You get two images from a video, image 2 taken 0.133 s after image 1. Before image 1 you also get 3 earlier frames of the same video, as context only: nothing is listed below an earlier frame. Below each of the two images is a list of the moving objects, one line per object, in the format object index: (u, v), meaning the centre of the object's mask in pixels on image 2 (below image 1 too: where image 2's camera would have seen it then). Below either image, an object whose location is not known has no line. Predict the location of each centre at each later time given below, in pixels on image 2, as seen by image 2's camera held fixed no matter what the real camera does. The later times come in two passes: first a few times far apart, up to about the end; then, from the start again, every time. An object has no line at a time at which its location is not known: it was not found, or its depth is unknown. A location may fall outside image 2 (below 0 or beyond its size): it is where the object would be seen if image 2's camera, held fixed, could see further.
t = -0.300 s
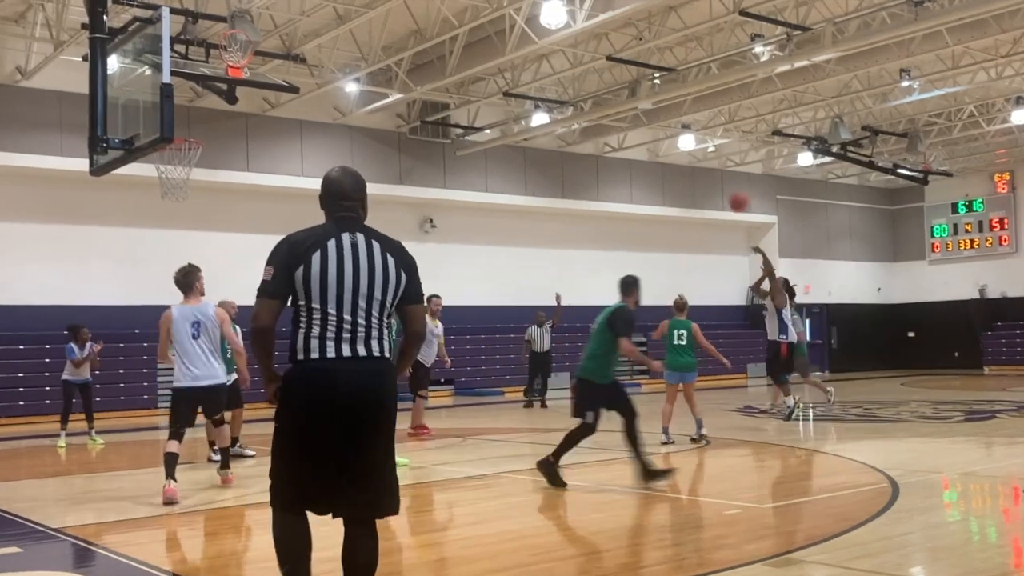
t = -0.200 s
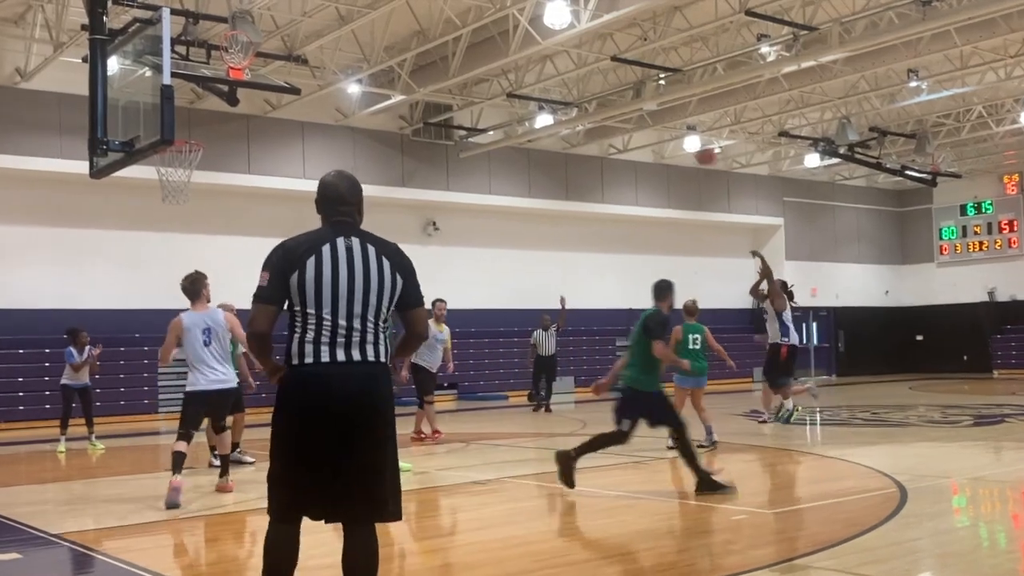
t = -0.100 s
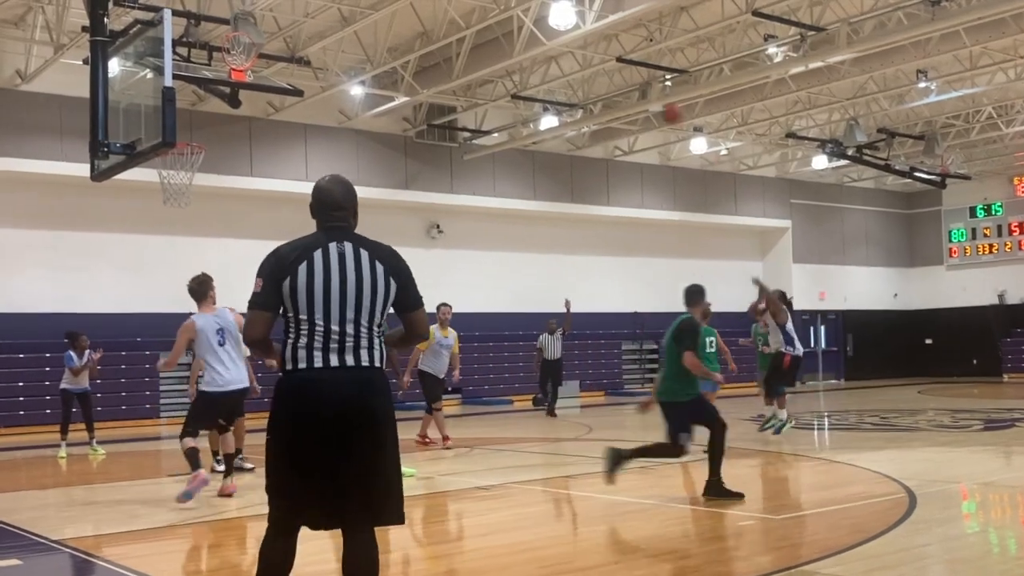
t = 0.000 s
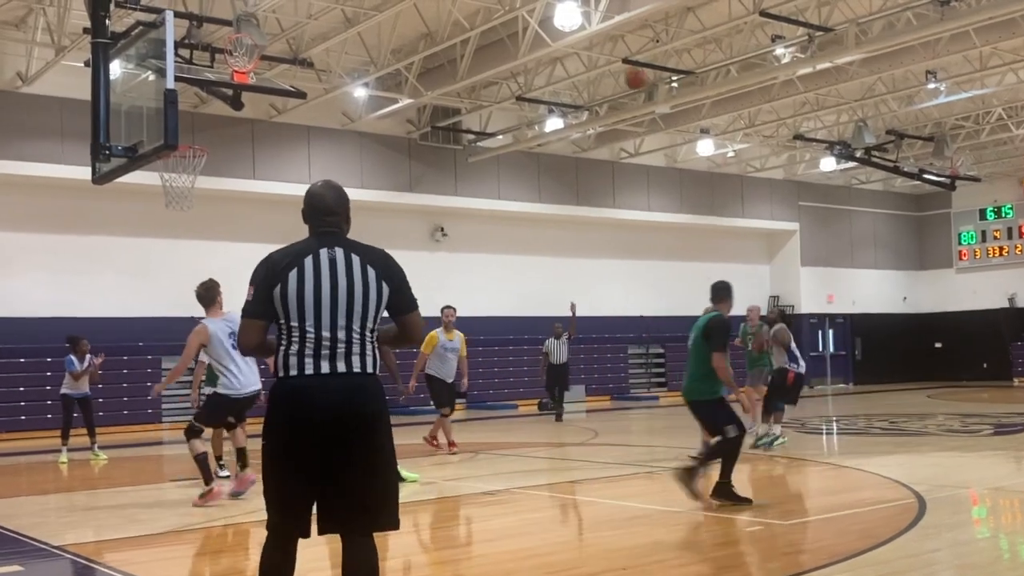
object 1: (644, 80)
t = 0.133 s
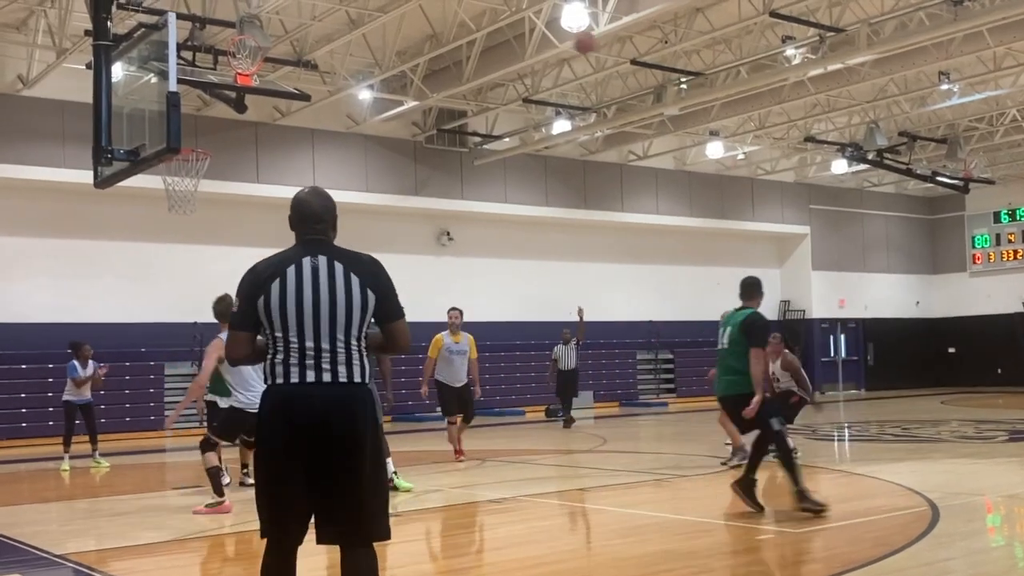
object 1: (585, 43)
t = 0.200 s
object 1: (553, 28)
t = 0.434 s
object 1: (439, 10)
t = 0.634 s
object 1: (332, 40)
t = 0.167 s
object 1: (569, 36)
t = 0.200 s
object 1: (553, 28)
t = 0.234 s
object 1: (537, 23)
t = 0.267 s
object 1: (522, 19)
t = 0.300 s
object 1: (506, 15)
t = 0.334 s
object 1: (489, 12)
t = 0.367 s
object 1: (473, 11)
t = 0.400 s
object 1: (456, 10)
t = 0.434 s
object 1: (439, 10)
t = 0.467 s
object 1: (422, 13)
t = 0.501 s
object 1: (404, 16)
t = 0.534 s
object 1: (386, 20)
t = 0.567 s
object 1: (369, 26)
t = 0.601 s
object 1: (351, 33)
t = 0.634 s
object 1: (332, 40)
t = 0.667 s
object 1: (313, 51)
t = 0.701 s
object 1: (296, 61)
